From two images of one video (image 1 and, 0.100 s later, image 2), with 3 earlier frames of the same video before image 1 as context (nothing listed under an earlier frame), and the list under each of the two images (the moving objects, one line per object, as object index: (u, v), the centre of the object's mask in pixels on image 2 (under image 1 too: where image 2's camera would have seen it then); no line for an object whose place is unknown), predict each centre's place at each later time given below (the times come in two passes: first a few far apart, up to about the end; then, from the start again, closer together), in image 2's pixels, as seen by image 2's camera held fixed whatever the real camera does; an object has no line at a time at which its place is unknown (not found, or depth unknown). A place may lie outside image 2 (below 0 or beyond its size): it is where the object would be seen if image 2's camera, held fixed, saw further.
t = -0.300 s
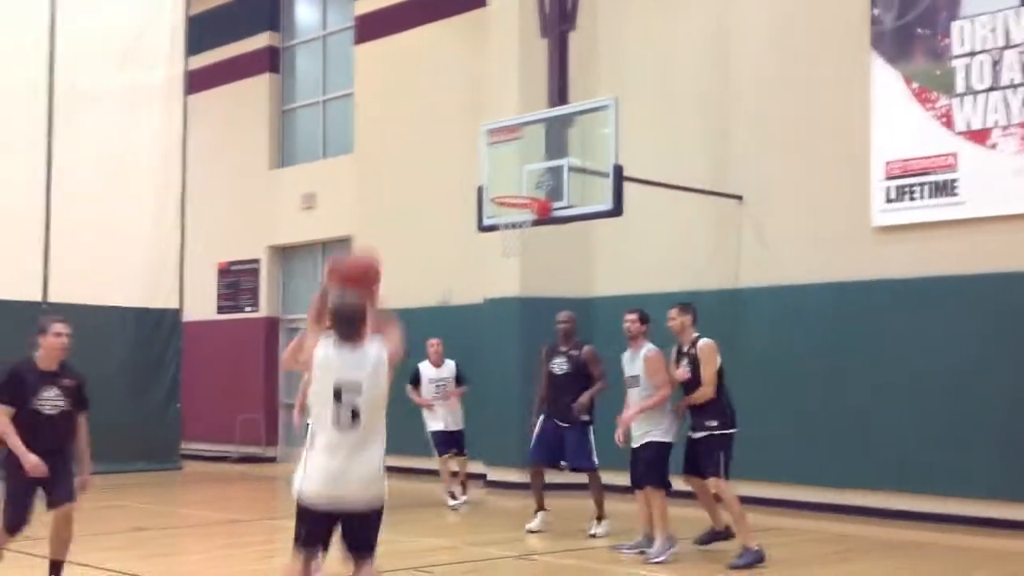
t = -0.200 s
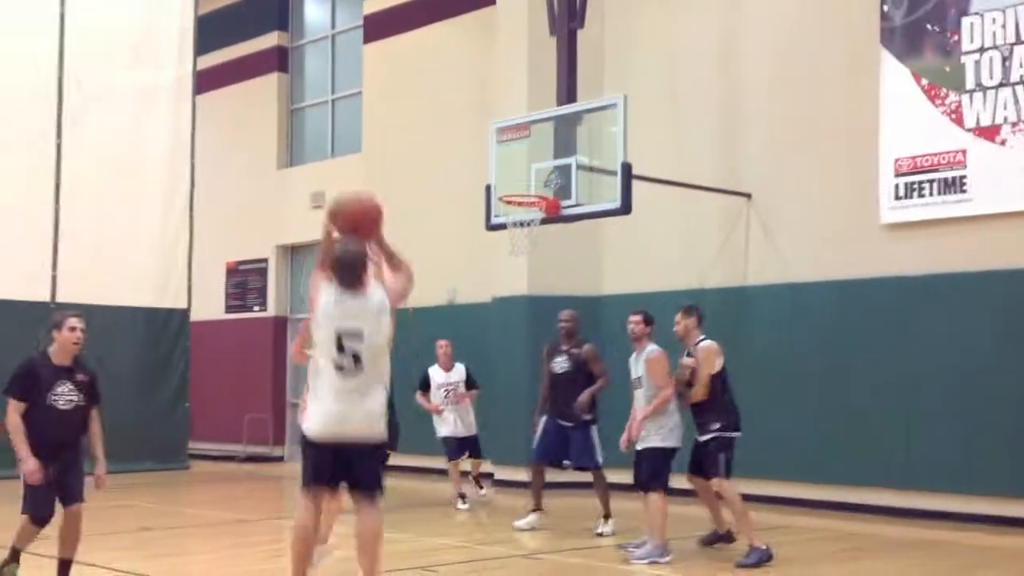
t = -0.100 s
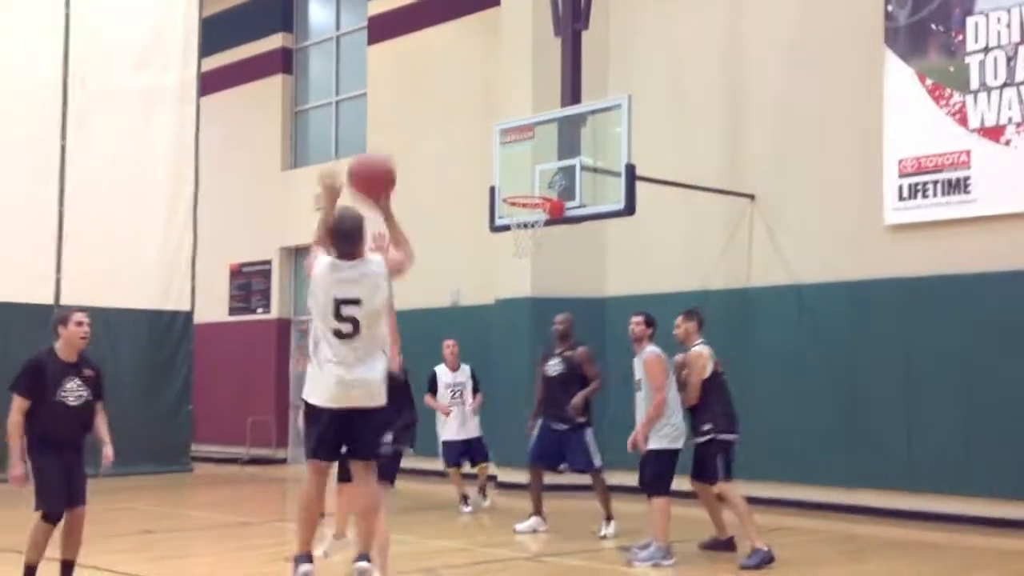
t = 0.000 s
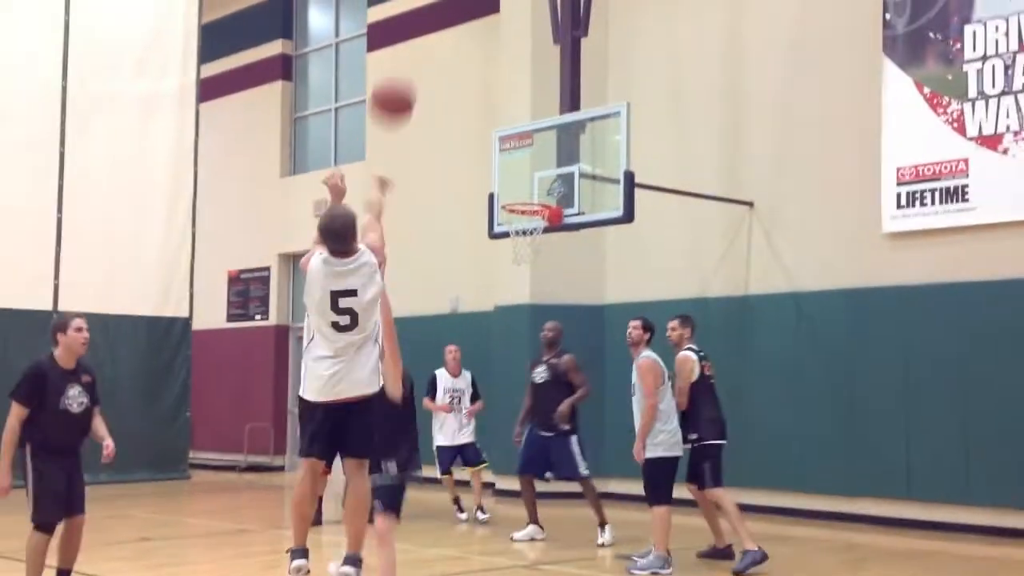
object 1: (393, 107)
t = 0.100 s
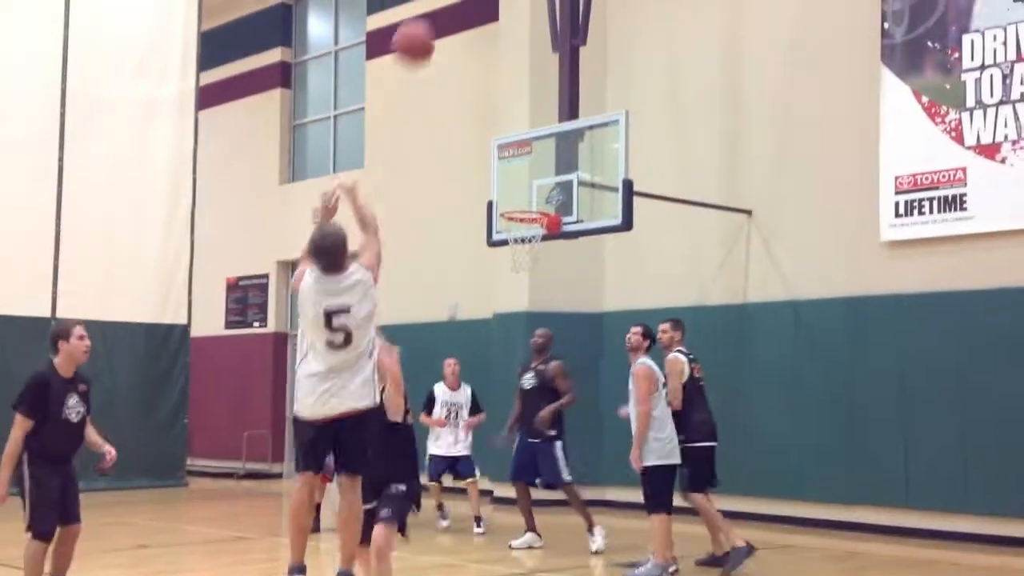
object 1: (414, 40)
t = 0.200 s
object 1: (433, 7)
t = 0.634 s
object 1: (489, 12)
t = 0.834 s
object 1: (506, 89)
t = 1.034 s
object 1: (520, 191)
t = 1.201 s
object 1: (524, 273)
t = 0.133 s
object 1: (419, 29)
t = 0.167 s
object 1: (427, 17)
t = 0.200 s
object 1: (433, 7)
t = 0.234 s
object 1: (439, 1)
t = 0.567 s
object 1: (483, 0)
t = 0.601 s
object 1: (486, 7)
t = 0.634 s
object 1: (489, 12)
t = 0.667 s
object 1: (492, 23)
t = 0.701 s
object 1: (495, 34)
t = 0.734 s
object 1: (498, 48)
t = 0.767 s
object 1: (500, 61)
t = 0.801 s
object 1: (503, 74)
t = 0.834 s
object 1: (506, 89)
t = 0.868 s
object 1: (508, 104)
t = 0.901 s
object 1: (510, 120)
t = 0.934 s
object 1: (513, 135)
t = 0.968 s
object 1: (515, 158)
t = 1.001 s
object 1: (517, 175)
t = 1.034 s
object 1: (520, 191)
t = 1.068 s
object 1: (522, 211)
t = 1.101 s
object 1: (522, 232)
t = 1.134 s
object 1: (523, 247)
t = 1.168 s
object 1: (524, 260)
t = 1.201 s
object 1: (524, 273)
